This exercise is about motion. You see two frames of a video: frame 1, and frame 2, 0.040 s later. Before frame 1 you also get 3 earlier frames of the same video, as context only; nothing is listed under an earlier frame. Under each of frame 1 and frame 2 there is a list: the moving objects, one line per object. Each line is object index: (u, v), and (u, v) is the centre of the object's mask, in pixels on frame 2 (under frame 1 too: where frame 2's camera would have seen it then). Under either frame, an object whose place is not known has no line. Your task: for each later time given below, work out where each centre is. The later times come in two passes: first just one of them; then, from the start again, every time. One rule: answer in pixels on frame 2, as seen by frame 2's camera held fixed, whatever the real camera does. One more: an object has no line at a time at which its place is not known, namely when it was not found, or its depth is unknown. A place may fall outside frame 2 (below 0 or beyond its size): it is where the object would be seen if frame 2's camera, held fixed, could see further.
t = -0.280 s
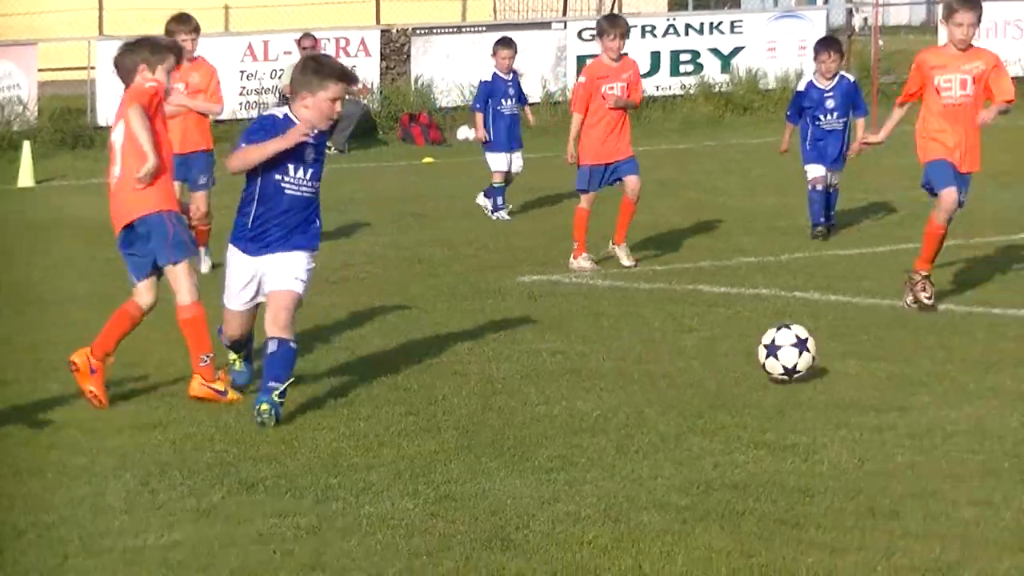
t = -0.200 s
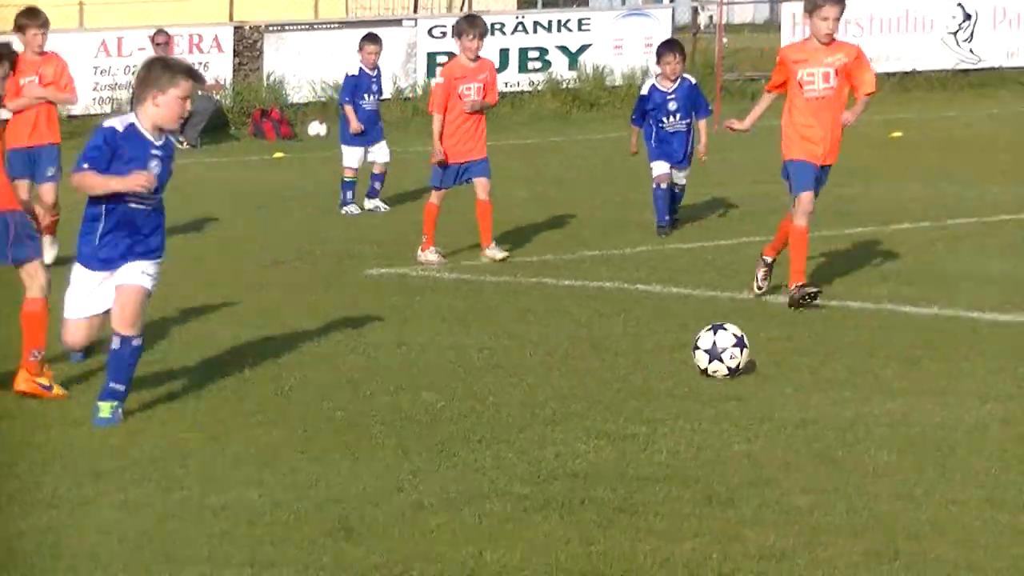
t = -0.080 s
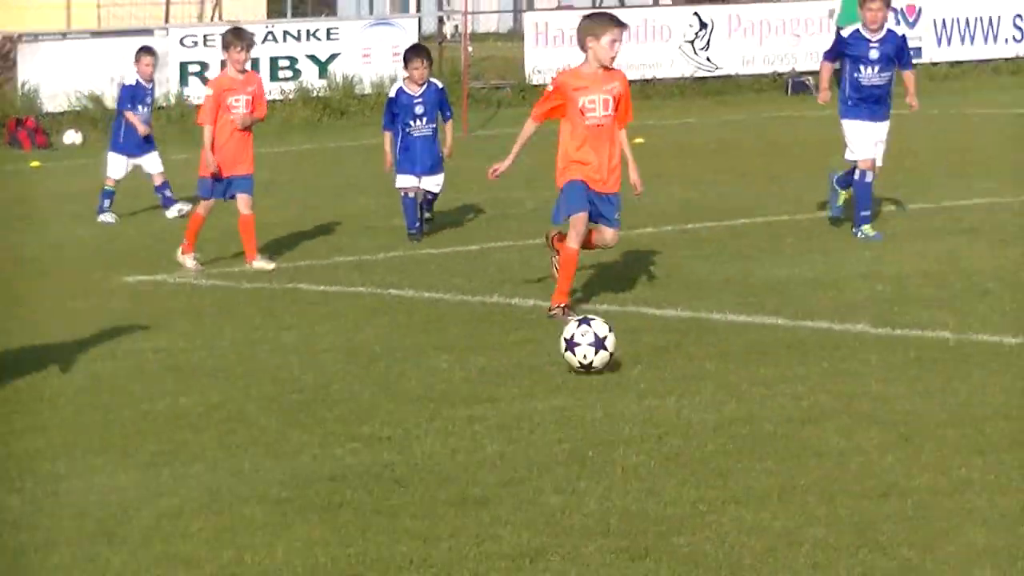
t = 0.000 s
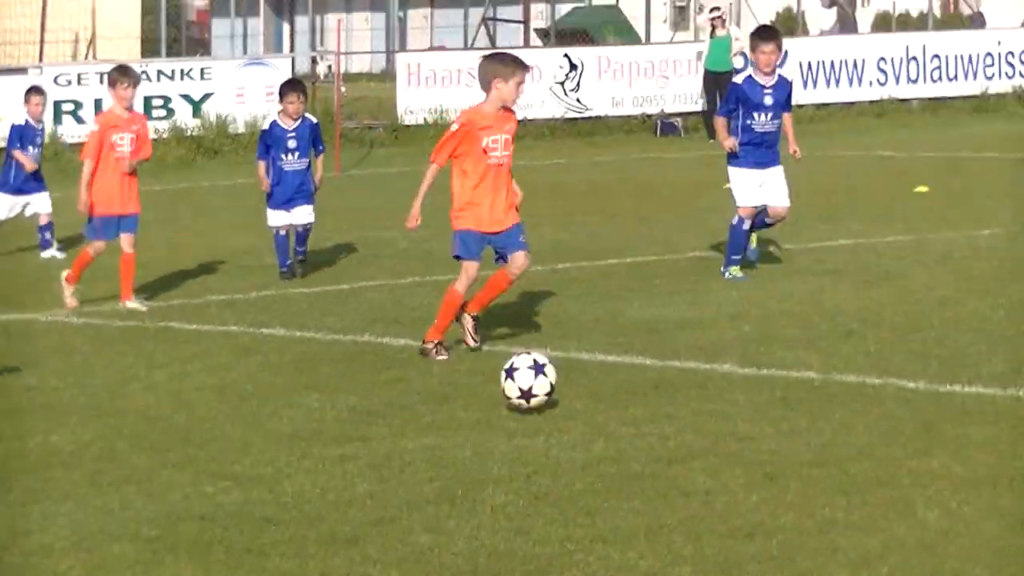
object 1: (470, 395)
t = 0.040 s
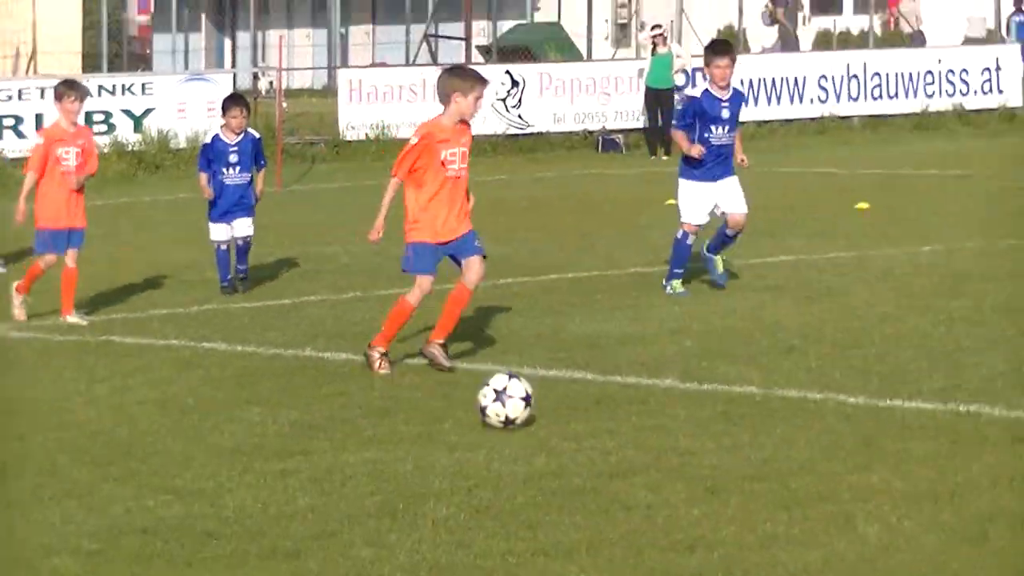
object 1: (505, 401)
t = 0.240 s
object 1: (679, 408)
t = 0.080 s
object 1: (541, 408)
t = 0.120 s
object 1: (576, 404)
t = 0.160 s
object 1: (611, 401)
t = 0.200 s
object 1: (646, 402)
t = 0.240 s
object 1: (679, 408)
